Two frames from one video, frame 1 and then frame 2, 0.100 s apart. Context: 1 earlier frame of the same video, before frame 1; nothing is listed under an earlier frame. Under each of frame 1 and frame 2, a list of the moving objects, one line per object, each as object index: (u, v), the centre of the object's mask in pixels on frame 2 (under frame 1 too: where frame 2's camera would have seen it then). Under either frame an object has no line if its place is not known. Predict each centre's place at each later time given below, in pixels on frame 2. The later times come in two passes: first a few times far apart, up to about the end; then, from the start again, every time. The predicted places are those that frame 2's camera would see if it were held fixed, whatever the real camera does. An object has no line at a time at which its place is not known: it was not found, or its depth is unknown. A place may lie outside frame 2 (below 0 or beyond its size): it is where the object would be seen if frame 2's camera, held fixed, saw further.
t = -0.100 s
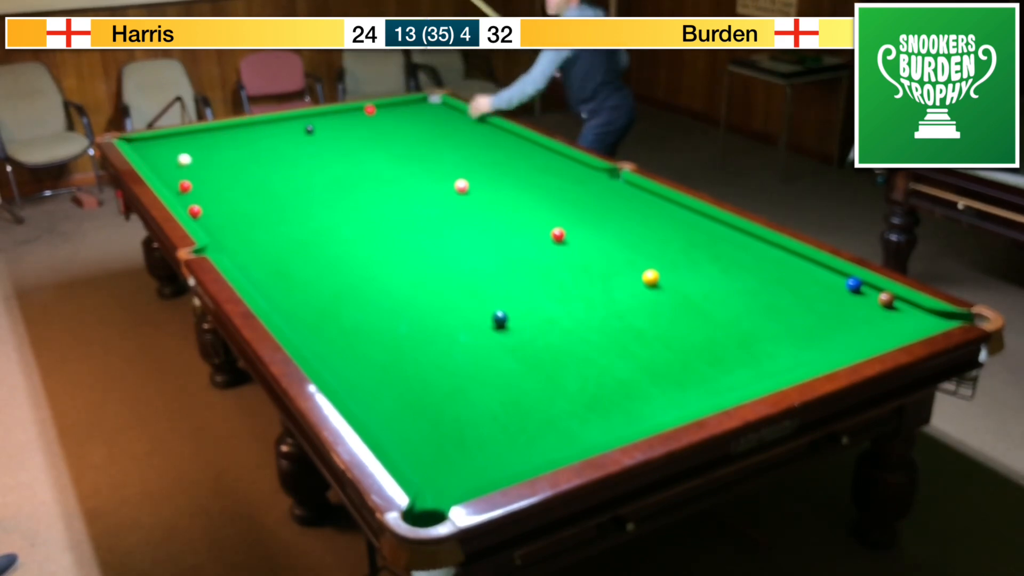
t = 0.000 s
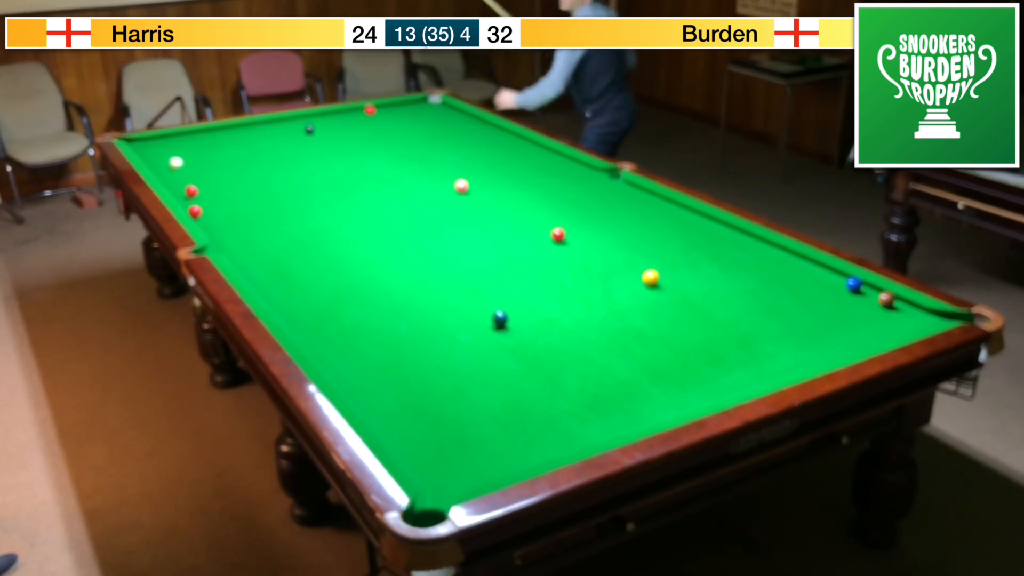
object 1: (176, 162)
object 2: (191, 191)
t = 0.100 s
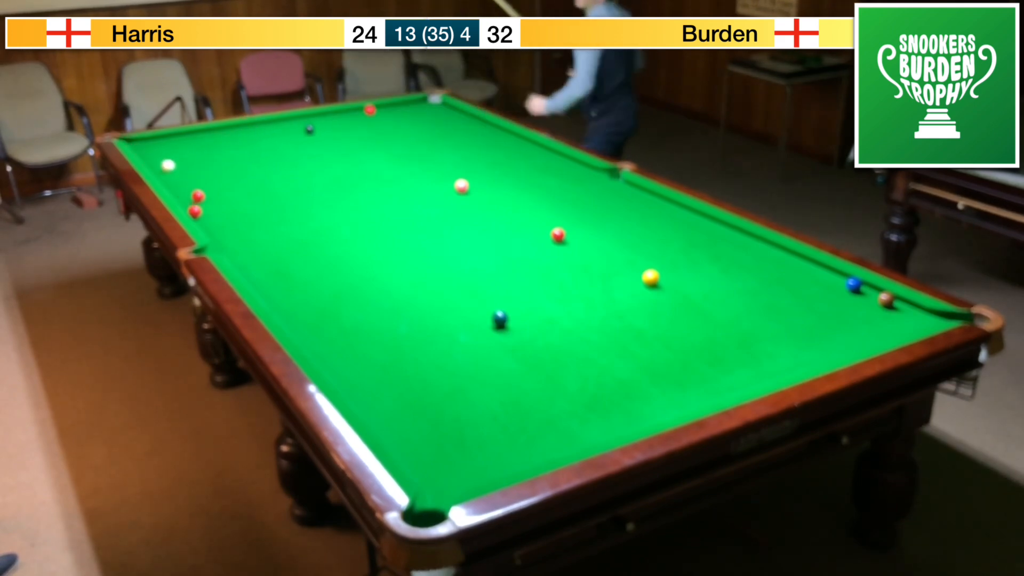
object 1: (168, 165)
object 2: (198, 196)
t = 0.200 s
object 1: (160, 168)
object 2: (205, 201)
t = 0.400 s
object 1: (165, 170)
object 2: (218, 211)
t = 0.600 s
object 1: (177, 170)
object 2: (232, 222)
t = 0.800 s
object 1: (189, 171)
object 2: (246, 232)
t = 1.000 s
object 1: (199, 171)
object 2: (261, 243)
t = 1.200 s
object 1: (208, 171)
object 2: (276, 254)
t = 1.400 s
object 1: (216, 171)
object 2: (291, 265)
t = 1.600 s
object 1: (223, 171)
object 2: (306, 276)
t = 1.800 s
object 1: (229, 171)
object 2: (321, 287)
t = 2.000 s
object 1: (233, 171)
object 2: (337, 298)
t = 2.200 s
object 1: (237, 171)
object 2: (352, 310)
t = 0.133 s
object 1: (165, 166)
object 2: (200, 198)
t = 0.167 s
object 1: (162, 167)
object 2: (202, 199)
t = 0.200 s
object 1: (160, 168)
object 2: (205, 201)
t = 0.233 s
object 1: (157, 169)
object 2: (207, 203)
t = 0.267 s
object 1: (156, 170)
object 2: (209, 205)
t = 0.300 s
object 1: (159, 170)
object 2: (211, 206)
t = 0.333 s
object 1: (161, 170)
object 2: (214, 208)
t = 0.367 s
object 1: (163, 170)
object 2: (216, 210)
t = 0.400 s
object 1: (165, 170)
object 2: (218, 211)
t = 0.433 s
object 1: (167, 170)
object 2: (220, 213)
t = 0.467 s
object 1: (169, 170)
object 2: (223, 215)
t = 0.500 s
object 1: (171, 170)
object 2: (225, 217)
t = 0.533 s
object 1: (173, 170)
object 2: (227, 218)
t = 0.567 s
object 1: (175, 170)
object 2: (230, 220)
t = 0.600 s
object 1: (177, 170)
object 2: (232, 222)
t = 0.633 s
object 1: (179, 170)
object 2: (234, 223)
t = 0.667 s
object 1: (181, 170)
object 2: (237, 225)
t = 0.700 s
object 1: (183, 170)
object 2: (239, 227)
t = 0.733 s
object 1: (185, 170)
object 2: (241, 229)
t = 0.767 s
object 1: (187, 170)
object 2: (244, 231)
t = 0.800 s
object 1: (189, 171)
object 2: (246, 232)
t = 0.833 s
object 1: (190, 171)
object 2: (249, 234)
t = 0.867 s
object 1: (192, 171)
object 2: (251, 236)
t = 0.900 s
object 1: (194, 170)
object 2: (254, 238)
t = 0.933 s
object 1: (196, 171)
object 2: (256, 240)
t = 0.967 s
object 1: (197, 171)
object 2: (259, 241)
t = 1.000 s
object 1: (199, 171)
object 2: (261, 243)
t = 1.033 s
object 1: (200, 171)
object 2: (263, 245)
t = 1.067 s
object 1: (202, 171)
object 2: (266, 247)
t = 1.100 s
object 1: (203, 171)
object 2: (268, 248)
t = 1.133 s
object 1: (205, 171)
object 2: (271, 251)
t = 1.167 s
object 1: (206, 171)
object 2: (273, 252)
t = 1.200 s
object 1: (208, 171)
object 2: (276, 254)
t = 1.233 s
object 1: (209, 171)
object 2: (278, 256)
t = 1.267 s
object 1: (211, 171)
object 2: (281, 258)
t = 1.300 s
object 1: (212, 171)
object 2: (283, 260)
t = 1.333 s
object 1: (213, 171)
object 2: (286, 261)
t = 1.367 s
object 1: (215, 171)
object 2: (288, 263)
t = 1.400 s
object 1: (216, 171)
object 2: (291, 265)
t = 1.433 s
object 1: (217, 171)
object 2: (293, 267)
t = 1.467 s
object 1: (218, 171)
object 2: (296, 269)
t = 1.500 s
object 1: (219, 171)
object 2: (298, 270)
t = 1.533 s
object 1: (221, 171)
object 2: (301, 272)
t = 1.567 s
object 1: (222, 171)
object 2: (304, 274)
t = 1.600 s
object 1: (223, 171)
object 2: (306, 276)
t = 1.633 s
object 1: (224, 171)
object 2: (308, 278)
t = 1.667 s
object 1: (224, 171)
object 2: (311, 280)
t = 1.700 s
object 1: (225, 171)
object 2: (314, 282)
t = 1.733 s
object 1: (227, 171)
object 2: (316, 284)
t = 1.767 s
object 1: (228, 171)
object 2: (319, 286)
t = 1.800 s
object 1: (229, 171)
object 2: (321, 287)
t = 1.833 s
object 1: (229, 171)
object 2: (324, 289)
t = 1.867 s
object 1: (230, 171)
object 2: (326, 291)
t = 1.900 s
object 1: (231, 171)
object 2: (329, 293)
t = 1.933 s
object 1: (232, 171)
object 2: (331, 294)
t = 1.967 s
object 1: (233, 171)
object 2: (334, 297)
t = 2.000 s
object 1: (233, 171)
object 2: (337, 298)
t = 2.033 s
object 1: (234, 171)
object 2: (339, 300)
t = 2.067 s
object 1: (235, 171)
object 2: (342, 302)
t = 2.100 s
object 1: (235, 171)
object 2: (344, 304)
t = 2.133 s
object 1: (236, 171)
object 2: (347, 306)
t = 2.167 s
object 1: (236, 171)
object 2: (349, 308)
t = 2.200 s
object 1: (237, 171)
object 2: (352, 310)
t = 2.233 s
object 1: (237, 171)
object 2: (354, 311)
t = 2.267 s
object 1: (238, 171)
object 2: (357, 313)
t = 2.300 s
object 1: (238, 171)
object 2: (360, 315)
